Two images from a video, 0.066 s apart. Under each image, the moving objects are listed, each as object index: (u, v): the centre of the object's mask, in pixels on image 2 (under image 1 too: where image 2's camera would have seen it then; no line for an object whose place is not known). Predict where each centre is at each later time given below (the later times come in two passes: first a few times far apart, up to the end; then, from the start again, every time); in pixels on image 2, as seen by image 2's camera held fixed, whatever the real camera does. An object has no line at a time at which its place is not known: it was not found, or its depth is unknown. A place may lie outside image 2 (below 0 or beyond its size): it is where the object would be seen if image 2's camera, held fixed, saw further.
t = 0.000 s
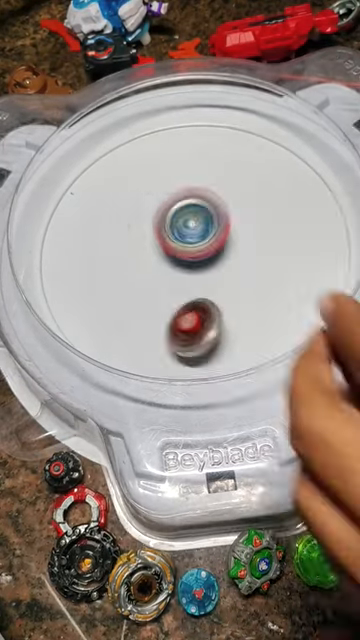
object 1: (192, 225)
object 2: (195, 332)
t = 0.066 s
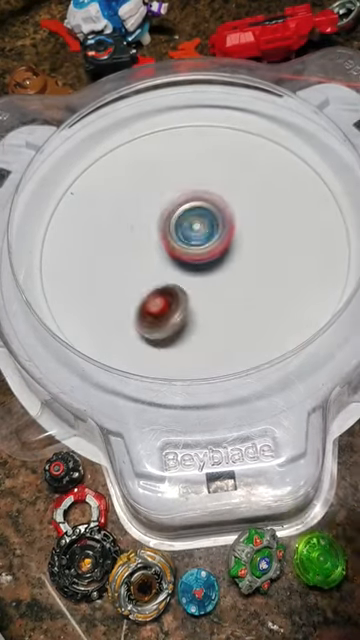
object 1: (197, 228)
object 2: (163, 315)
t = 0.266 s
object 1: (209, 235)
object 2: (111, 247)
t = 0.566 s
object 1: (251, 274)
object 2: (127, 160)
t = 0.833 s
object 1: (317, 294)
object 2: (132, 216)
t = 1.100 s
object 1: (263, 266)
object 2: (281, 403)
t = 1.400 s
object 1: (189, 264)
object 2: (154, 355)
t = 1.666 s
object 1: (162, 178)
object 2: (137, 331)
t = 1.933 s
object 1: (89, 184)
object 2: (288, 204)
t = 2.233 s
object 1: (113, 222)
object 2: (232, 230)
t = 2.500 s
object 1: (166, 225)
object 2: (232, 313)
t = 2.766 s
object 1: (213, 225)
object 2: (305, 299)
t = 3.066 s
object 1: (235, 225)
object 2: (304, 267)
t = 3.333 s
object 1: (204, 222)
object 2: (278, 309)
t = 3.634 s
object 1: (179, 233)
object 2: (244, 329)
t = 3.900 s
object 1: (167, 243)
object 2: (179, 319)
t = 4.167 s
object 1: (165, 246)
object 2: (138, 334)
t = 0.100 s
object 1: (201, 228)
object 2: (149, 305)
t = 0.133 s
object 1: (205, 230)
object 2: (136, 294)
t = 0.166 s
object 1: (206, 231)
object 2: (126, 281)
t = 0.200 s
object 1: (207, 232)
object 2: (118, 269)
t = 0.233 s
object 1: (207, 234)
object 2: (113, 258)
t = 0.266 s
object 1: (209, 235)
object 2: (111, 247)
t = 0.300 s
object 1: (211, 235)
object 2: (112, 238)
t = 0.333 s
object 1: (215, 235)
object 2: (116, 230)
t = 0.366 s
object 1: (216, 235)
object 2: (123, 225)
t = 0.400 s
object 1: (217, 235)
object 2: (132, 222)
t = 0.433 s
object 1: (217, 236)
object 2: (143, 220)
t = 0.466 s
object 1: (217, 237)
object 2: (156, 220)
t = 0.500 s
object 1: (217, 240)
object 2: (164, 219)
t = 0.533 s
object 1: (233, 259)
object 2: (146, 188)
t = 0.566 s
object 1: (251, 274)
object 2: (127, 160)
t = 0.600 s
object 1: (268, 286)
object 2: (110, 135)
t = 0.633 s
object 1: (282, 294)
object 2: (100, 124)
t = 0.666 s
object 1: (293, 297)
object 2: (100, 129)
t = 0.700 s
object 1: (302, 297)
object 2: (101, 140)
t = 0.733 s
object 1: (310, 299)
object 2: (105, 154)
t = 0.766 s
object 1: (315, 299)
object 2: (111, 171)
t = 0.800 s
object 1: (318, 297)
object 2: (119, 192)
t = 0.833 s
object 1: (317, 294)
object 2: (132, 216)
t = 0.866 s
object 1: (315, 290)
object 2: (146, 242)
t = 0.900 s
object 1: (311, 286)
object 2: (163, 268)
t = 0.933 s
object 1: (306, 281)
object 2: (182, 297)
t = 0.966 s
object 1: (299, 277)
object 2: (204, 325)
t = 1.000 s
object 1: (291, 273)
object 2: (229, 349)
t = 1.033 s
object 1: (282, 270)
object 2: (258, 378)
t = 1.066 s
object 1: (273, 267)
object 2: (289, 401)
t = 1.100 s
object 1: (263, 266)
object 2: (281, 403)
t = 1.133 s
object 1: (253, 265)
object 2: (267, 409)
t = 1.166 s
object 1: (245, 266)
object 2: (253, 410)
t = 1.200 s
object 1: (235, 267)
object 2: (240, 414)
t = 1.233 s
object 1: (225, 270)
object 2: (225, 404)
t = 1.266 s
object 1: (216, 273)
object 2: (210, 392)
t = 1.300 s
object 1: (206, 277)
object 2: (197, 377)
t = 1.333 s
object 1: (198, 282)
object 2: (186, 355)
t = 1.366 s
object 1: (191, 282)
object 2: (176, 347)
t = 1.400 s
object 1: (189, 264)
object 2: (154, 355)
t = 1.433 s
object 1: (191, 248)
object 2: (133, 378)
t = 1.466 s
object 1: (192, 233)
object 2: (117, 386)
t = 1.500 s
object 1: (191, 220)
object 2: (109, 382)
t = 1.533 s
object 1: (189, 208)
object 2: (103, 381)
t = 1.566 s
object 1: (184, 199)
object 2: (105, 376)
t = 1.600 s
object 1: (179, 190)
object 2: (115, 353)
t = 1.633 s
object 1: (171, 183)
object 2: (124, 345)
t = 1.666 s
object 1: (162, 178)
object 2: (137, 331)
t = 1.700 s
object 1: (153, 174)
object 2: (154, 313)
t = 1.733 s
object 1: (142, 173)
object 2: (171, 294)
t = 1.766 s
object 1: (130, 171)
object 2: (189, 276)
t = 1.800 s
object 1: (121, 172)
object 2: (208, 258)
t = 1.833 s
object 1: (112, 175)
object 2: (228, 242)
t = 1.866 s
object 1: (103, 178)
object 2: (247, 228)
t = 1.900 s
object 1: (95, 180)
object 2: (267, 215)
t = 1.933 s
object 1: (89, 184)
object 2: (288, 204)
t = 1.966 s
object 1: (85, 189)
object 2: (310, 192)
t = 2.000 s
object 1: (82, 195)
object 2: (323, 183)
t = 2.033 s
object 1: (82, 201)
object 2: (310, 187)
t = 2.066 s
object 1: (84, 207)
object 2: (297, 193)
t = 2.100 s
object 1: (88, 210)
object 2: (282, 199)
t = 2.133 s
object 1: (94, 214)
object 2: (269, 205)
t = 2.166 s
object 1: (99, 217)
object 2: (256, 213)
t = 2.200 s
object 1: (105, 219)
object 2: (243, 221)
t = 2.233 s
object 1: (113, 222)
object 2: (232, 230)
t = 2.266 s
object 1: (120, 224)
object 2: (223, 239)
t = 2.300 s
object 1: (126, 225)
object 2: (217, 249)
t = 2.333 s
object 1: (133, 225)
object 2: (213, 260)
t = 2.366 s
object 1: (140, 226)
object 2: (212, 271)
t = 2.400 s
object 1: (147, 226)
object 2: (213, 282)
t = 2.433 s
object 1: (154, 226)
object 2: (216, 293)
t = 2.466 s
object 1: (160, 225)
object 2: (223, 303)
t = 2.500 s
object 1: (166, 225)
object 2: (232, 313)
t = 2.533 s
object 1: (172, 225)
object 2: (243, 321)
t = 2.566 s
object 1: (178, 225)
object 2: (256, 328)
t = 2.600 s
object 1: (184, 225)
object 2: (271, 331)
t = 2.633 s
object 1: (190, 225)
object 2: (287, 334)
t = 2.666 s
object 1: (196, 225)
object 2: (302, 334)
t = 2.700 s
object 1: (202, 225)
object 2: (309, 324)
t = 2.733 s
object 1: (208, 225)
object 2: (307, 312)
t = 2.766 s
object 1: (213, 225)
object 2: (305, 299)
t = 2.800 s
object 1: (218, 225)
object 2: (301, 287)
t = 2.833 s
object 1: (224, 226)
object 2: (296, 274)
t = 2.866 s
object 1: (229, 226)
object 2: (291, 264)
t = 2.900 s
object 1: (230, 225)
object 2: (293, 260)
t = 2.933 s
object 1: (230, 224)
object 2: (298, 263)
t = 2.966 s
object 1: (231, 224)
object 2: (301, 266)
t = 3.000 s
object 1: (233, 224)
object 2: (303, 266)
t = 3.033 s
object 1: (234, 224)
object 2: (305, 267)
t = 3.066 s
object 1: (235, 225)
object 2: (304, 267)
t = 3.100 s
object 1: (235, 227)
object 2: (301, 267)
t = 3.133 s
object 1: (235, 228)
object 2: (294, 267)
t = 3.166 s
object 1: (235, 229)
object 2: (287, 268)
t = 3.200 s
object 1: (228, 224)
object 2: (289, 279)
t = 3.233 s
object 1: (220, 221)
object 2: (289, 289)
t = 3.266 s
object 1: (214, 220)
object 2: (286, 297)
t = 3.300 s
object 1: (209, 221)
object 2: (282, 303)
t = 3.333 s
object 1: (204, 222)
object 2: (278, 309)
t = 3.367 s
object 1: (201, 223)
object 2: (273, 314)
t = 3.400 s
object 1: (198, 224)
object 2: (267, 319)
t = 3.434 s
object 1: (195, 225)
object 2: (263, 323)
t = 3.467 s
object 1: (192, 227)
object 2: (259, 326)
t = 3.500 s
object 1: (189, 228)
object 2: (256, 329)
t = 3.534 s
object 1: (186, 229)
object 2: (254, 330)
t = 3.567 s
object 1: (183, 230)
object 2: (251, 331)
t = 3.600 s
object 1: (181, 232)
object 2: (248, 330)
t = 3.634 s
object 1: (179, 233)
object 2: (244, 329)
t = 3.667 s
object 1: (177, 235)
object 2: (239, 327)
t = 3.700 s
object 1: (174, 236)
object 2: (233, 324)
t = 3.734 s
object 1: (172, 237)
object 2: (225, 322)
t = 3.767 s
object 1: (170, 239)
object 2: (217, 321)
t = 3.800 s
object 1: (169, 240)
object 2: (207, 319)
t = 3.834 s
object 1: (168, 241)
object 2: (197, 318)
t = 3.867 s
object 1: (167, 242)
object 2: (188, 318)
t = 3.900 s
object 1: (167, 243)
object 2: (179, 319)
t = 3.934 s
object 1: (166, 244)
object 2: (169, 319)
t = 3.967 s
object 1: (165, 245)
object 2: (160, 320)
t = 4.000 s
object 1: (165, 245)
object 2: (153, 322)
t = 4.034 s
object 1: (165, 245)
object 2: (146, 324)
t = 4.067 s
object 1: (165, 245)
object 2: (140, 326)
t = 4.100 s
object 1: (165, 246)
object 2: (136, 330)
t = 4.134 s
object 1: (165, 246)
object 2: (136, 333)
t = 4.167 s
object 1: (165, 246)
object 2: (138, 334)
